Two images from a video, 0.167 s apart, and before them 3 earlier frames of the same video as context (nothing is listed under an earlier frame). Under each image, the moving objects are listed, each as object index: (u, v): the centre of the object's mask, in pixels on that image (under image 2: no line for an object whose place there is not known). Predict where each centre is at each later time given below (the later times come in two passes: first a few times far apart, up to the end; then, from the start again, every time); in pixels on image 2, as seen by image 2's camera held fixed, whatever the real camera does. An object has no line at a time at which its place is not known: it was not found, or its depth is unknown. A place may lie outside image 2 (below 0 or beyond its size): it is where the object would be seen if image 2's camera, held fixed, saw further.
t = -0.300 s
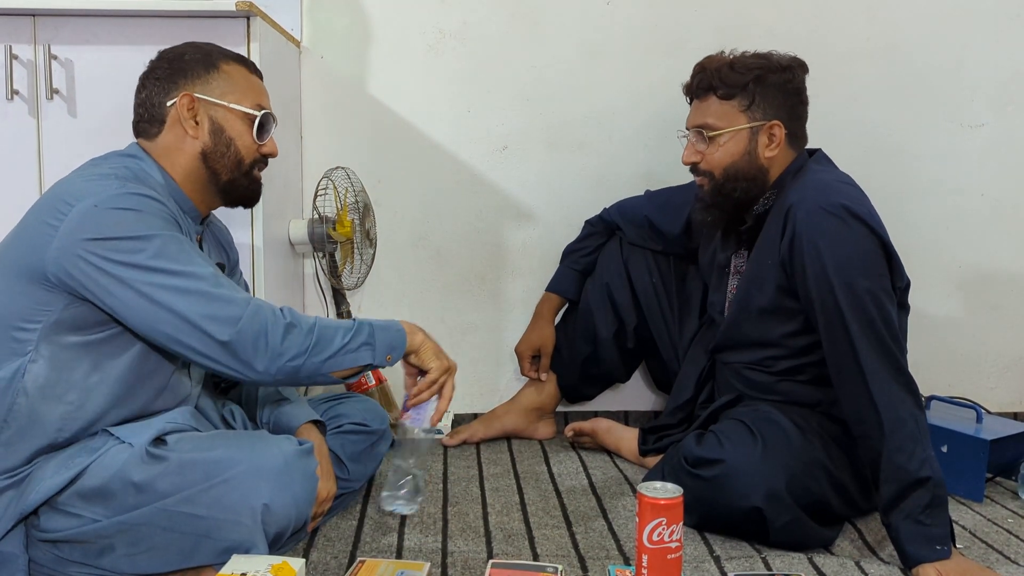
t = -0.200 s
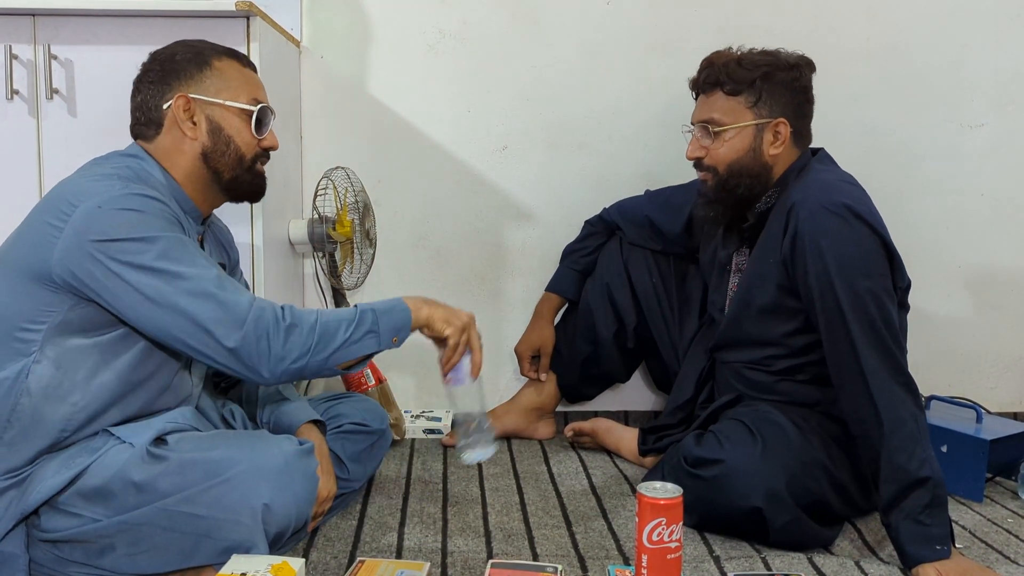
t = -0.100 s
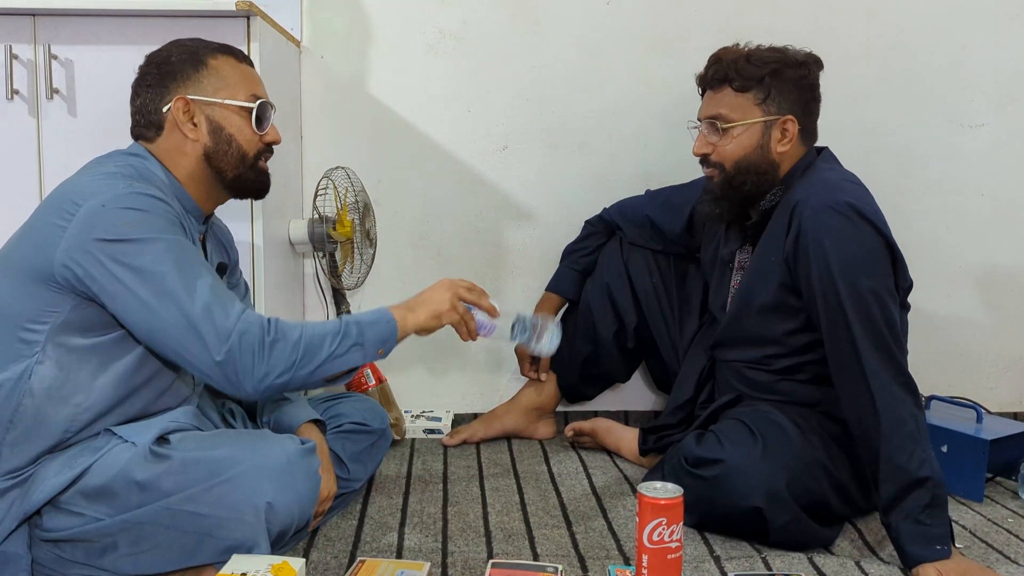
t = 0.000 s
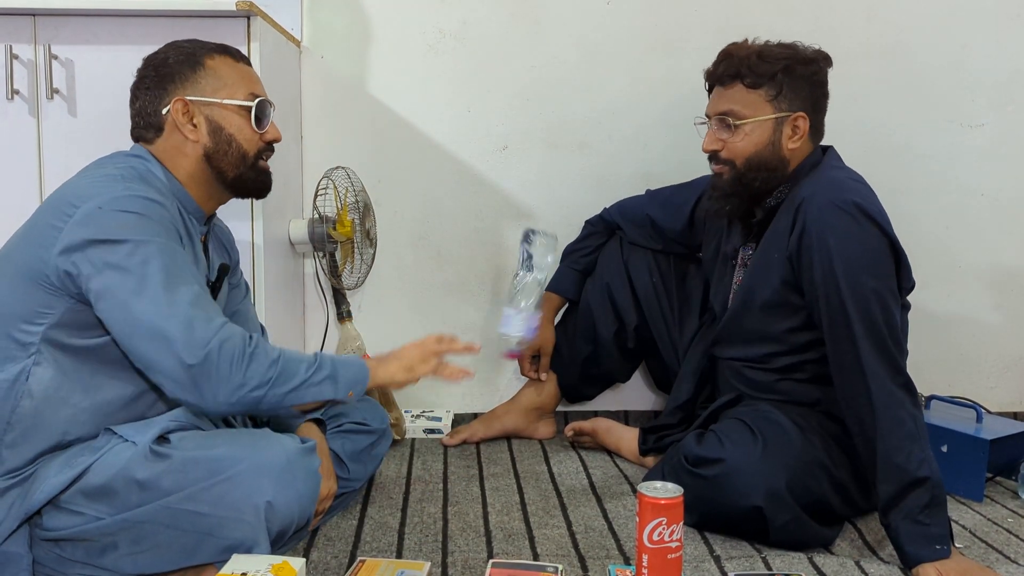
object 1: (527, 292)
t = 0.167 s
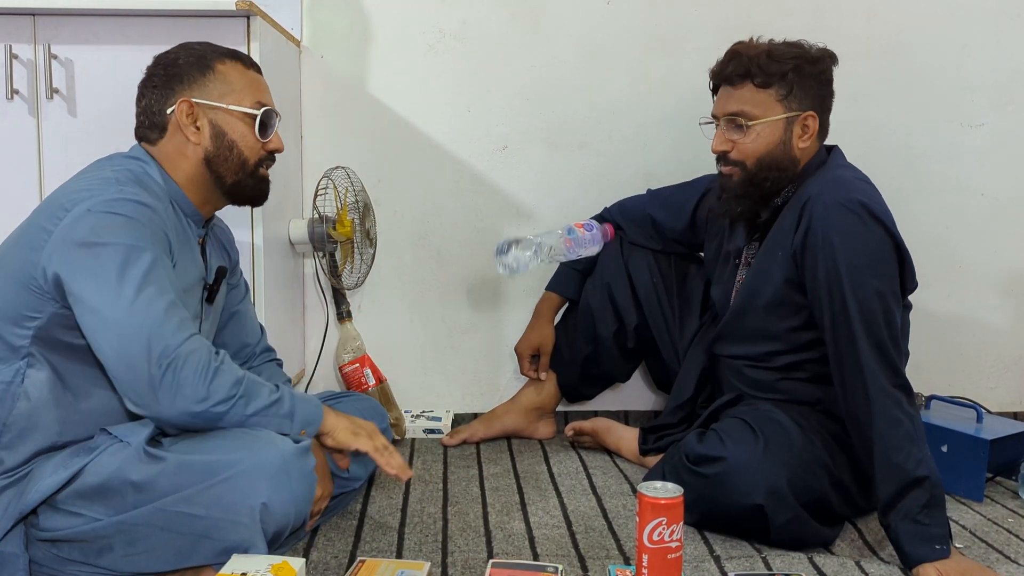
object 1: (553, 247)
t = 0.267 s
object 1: (539, 306)
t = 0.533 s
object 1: (497, 463)
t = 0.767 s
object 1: (452, 516)
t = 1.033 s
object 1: (451, 517)
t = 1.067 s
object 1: (451, 517)
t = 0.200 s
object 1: (549, 258)
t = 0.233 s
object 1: (545, 277)
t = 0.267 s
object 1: (539, 306)
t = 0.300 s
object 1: (534, 341)
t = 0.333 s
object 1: (527, 385)
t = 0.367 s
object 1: (521, 436)
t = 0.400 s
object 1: (516, 455)
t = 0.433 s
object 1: (510, 451)
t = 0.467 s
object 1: (507, 449)
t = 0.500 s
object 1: (502, 453)
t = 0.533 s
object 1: (497, 463)
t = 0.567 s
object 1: (489, 467)
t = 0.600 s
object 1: (479, 473)
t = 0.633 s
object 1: (468, 484)
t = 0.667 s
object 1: (458, 502)
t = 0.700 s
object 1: (453, 515)
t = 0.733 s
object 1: (452, 516)
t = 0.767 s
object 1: (452, 516)
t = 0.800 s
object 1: (452, 516)
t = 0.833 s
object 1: (452, 517)
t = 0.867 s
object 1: (452, 517)
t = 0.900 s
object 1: (451, 516)
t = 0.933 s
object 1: (451, 516)
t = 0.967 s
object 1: (451, 516)
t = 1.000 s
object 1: (451, 516)
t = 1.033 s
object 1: (451, 517)
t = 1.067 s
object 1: (451, 517)
